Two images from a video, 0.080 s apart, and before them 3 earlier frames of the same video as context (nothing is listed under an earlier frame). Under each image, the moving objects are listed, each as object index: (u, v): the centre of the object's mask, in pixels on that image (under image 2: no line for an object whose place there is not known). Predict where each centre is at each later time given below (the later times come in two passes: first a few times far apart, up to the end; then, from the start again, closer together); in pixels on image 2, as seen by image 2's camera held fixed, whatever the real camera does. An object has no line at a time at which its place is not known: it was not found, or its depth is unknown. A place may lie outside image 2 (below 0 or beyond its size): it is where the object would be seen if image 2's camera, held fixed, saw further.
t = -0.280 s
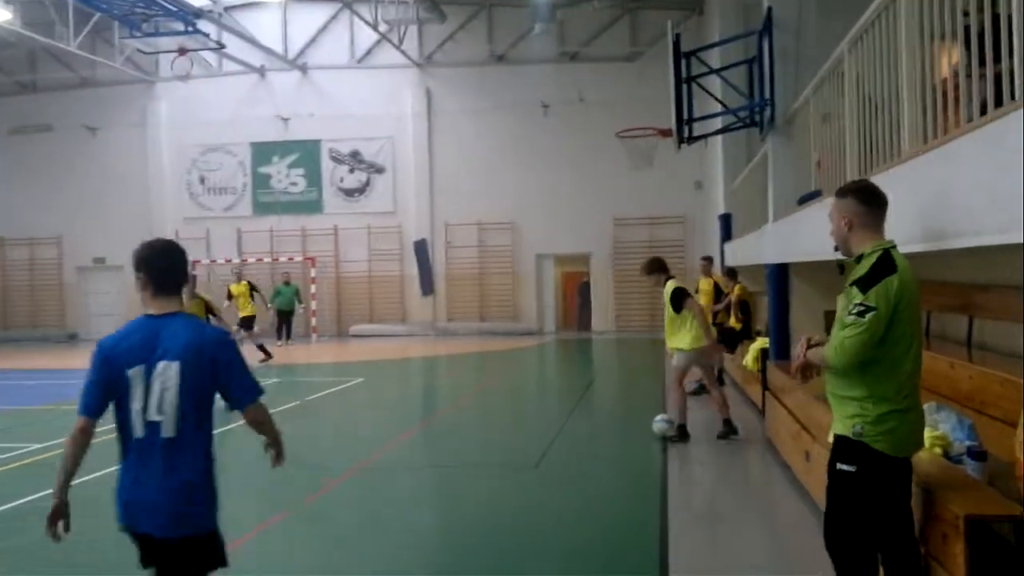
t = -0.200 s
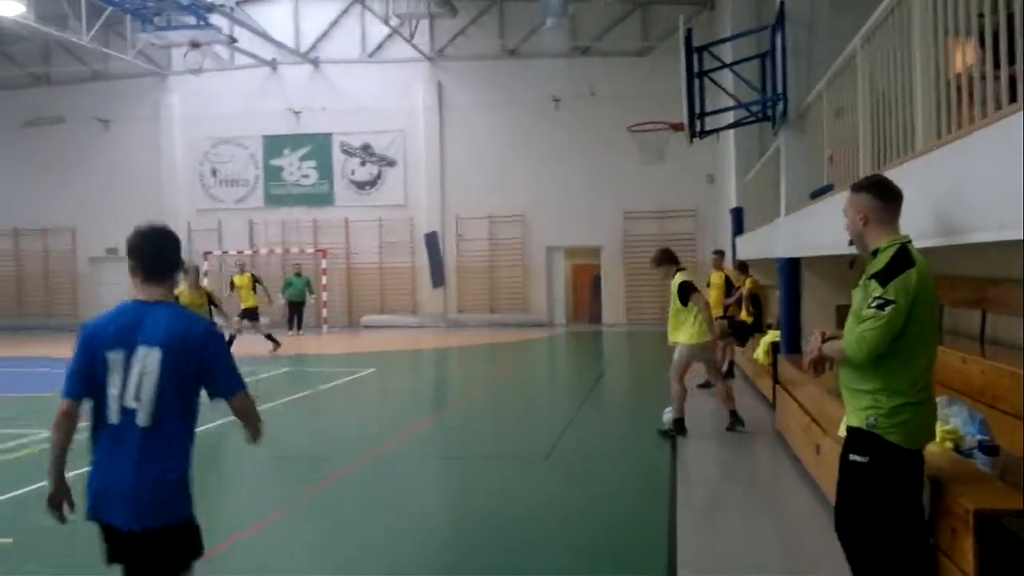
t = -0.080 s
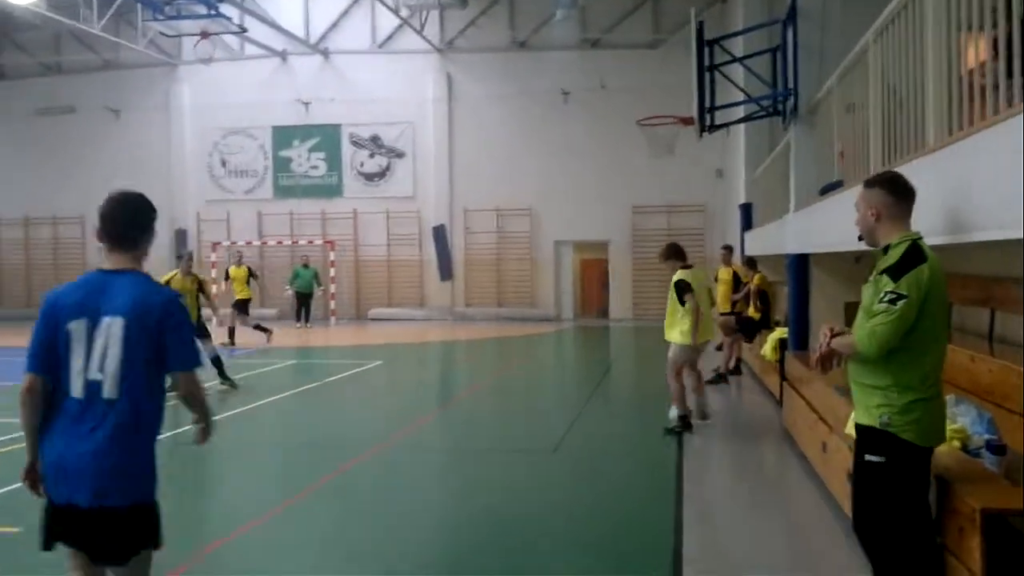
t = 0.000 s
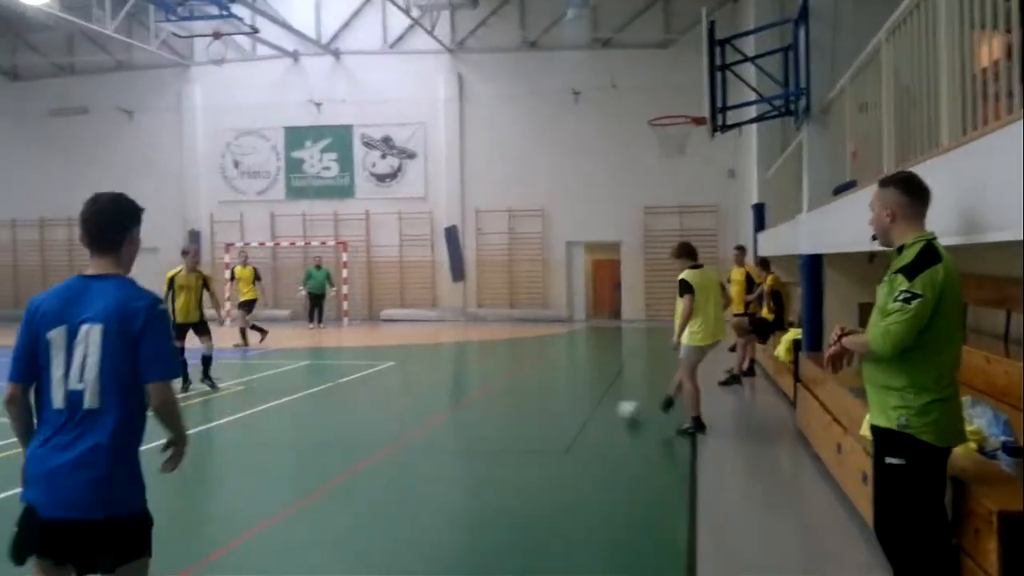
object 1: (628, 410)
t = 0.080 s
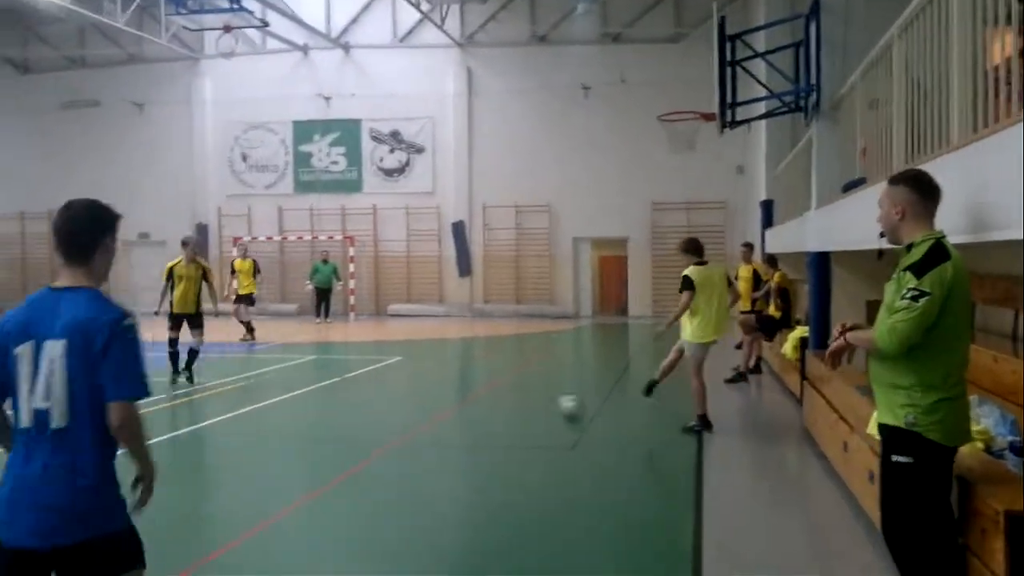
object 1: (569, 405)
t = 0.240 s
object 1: (452, 399)
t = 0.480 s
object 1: (319, 395)
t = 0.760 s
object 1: (194, 392)
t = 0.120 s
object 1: (538, 403)
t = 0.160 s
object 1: (509, 402)
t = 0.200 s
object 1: (480, 401)
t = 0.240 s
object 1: (452, 399)
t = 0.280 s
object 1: (426, 395)
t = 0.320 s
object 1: (404, 399)
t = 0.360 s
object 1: (383, 399)
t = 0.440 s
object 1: (339, 397)
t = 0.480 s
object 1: (319, 395)
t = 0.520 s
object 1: (299, 394)
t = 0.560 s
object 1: (280, 394)
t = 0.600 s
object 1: (261, 395)
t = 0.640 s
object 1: (244, 394)
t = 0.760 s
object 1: (194, 392)
